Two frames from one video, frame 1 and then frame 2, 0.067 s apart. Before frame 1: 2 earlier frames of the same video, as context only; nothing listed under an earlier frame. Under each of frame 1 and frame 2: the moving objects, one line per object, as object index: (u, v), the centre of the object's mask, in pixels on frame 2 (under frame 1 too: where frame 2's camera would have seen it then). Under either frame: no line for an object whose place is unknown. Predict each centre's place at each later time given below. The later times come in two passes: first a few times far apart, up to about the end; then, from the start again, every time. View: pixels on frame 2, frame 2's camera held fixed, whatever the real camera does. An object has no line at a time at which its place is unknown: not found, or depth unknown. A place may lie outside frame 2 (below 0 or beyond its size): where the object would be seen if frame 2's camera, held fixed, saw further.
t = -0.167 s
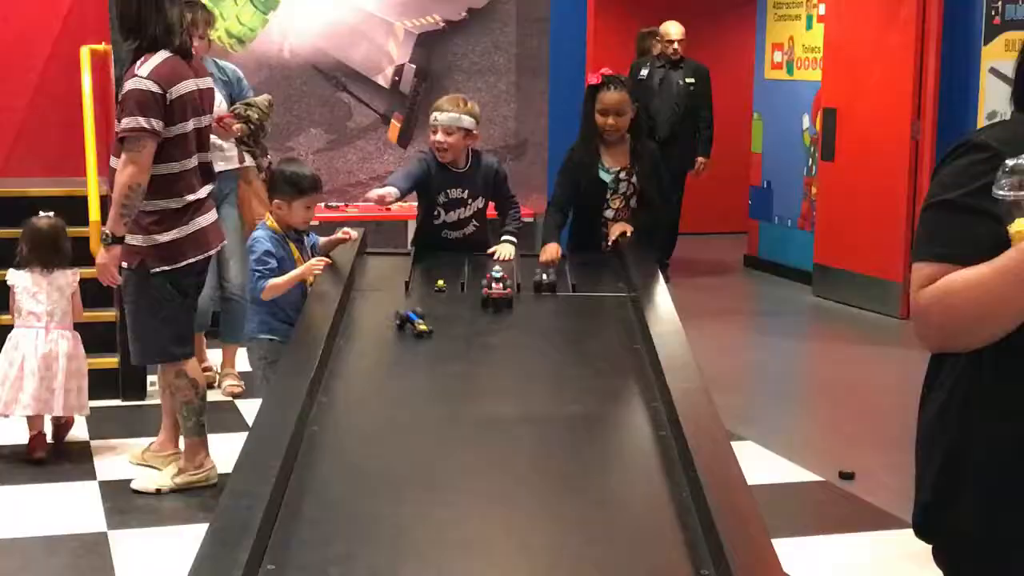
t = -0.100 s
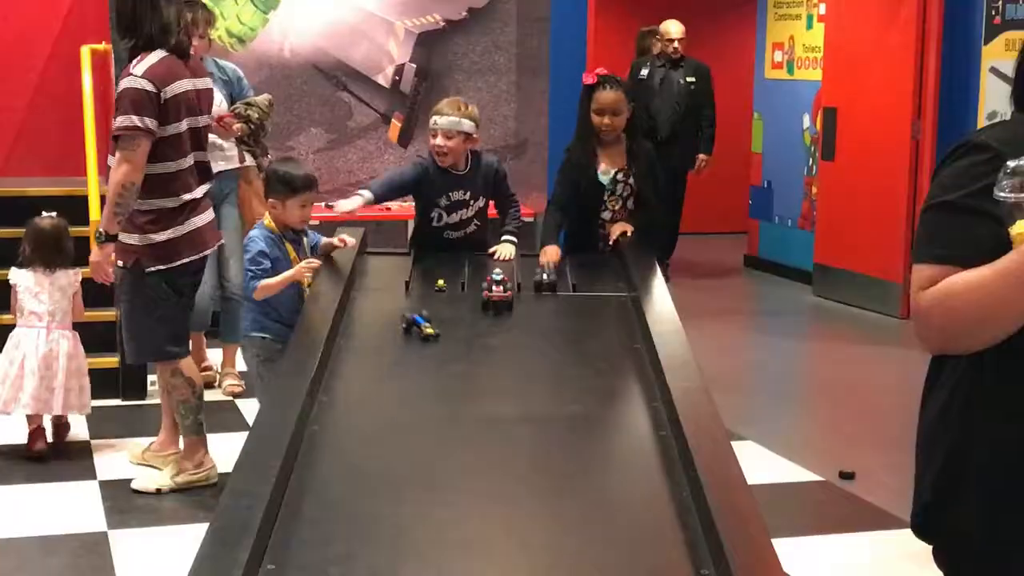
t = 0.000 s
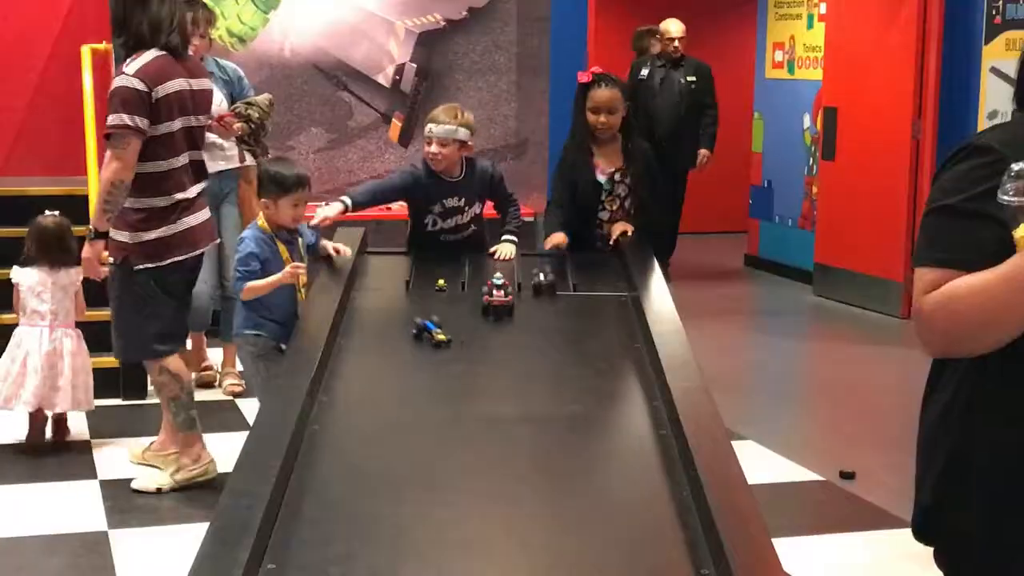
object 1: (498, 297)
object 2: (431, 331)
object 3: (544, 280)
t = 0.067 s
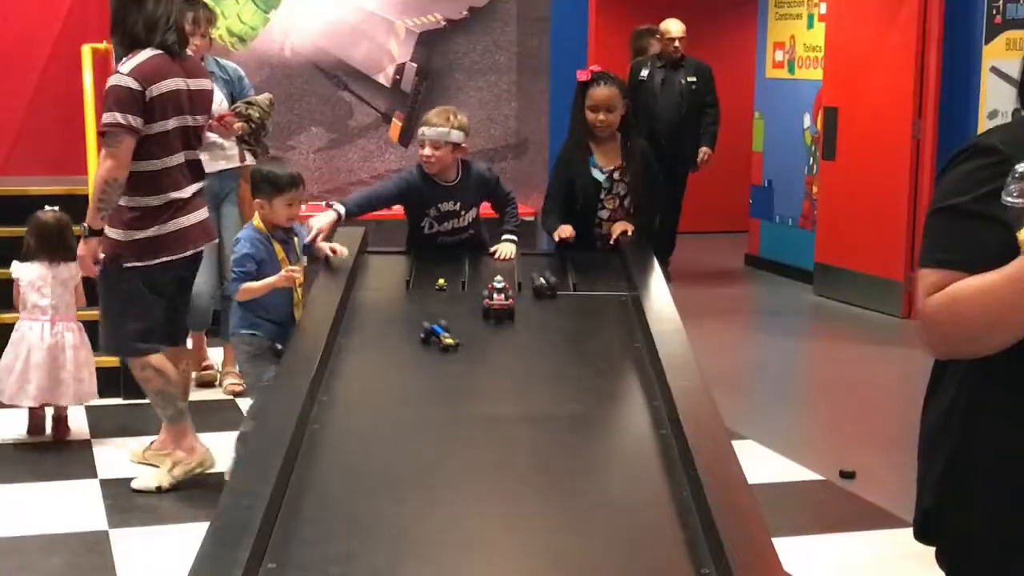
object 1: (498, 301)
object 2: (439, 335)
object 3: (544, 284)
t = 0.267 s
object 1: (499, 315)
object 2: (465, 351)
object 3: (550, 293)
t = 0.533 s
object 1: (500, 340)
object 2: (508, 377)
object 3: (557, 301)
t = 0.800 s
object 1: (503, 377)
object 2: (566, 411)
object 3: (566, 311)
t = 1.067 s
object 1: (506, 427)
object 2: (638, 453)
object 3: (577, 326)
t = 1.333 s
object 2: (670, 480)
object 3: (591, 347)
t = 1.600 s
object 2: (674, 482)
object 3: (609, 370)
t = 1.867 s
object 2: (673, 483)
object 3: (633, 397)
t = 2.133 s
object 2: (673, 483)
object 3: (646, 413)
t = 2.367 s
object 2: (673, 482)
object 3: (647, 415)
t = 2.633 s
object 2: (673, 483)
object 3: (647, 415)
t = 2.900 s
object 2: (674, 482)
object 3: (647, 414)
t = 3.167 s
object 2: (674, 482)
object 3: (647, 414)
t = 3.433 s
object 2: (675, 482)
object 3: (648, 414)
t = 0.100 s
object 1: (498, 303)
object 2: (443, 338)
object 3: (546, 287)
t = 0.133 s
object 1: (498, 305)
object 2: (447, 341)
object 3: (547, 288)
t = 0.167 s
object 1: (498, 308)
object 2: (451, 344)
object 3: (548, 290)
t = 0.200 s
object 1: (499, 310)
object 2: (456, 346)
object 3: (550, 291)
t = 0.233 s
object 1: (499, 313)
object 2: (460, 349)
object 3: (550, 292)
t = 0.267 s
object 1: (499, 315)
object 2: (465, 351)
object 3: (550, 293)
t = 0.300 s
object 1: (499, 318)
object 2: (469, 354)
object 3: (552, 294)
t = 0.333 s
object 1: (499, 321)
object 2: (475, 357)
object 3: (552, 294)
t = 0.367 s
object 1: (500, 324)
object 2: (479, 360)
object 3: (554, 296)
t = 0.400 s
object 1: (500, 327)
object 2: (485, 364)
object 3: (554, 297)
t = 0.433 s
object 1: (500, 330)
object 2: (490, 367)
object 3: (555, 297)
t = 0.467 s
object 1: (500, 333)
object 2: (495, 370)
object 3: (555, 298)
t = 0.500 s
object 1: (500, 337)
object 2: (502, 374)
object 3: (556, 300)
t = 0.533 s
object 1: (500, 340)
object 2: (508, 377)
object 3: (557, 301)
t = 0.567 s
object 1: (501, 344)
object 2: (514, 381)
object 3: (558, 302)
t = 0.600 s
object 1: (501, 348)
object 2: (521, 384)
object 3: (559, 303)
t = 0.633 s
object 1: (501, 353)
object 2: (528, 389)
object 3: (560, 305)
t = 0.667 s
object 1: (501, 358)
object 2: (535, 394)
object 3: (561, 305)
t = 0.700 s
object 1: (502, 363)
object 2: (543, 398)
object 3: (562, 307)
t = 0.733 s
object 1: (502, 367)
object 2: (551, 403)
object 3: (564, 309)
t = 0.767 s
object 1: (503, 372)
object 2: (558, 407)
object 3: (564, 310)
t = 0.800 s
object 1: (503, 377)
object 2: (566, 411)
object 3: (566, 311)
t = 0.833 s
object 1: (503, 383)
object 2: (574, 416)
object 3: (567, 314)
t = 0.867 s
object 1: (504, 388)
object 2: (582, 421)
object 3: (568, 316)
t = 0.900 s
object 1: (504, 394)
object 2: (590, 426)
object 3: (570, 318)
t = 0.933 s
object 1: (504, 400)
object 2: (599, 431)
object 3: (570, 319)
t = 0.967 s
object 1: (505, 406)
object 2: (608, 436)
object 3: (572, 321)
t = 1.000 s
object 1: (505, 413)
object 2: (618, 441)
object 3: (573, 322)
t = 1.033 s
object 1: (506, 419)
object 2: (626, 446)
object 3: (575, 325)
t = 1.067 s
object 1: (506, 427)
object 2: (638, 453)
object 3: (577, 326)
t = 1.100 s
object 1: (507, 434)
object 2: (649, 459)
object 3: (579, 329)
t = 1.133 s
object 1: (507, 442)
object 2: (659, 465)
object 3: (580, 331)
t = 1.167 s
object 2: (663, 469)
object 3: (582, 334)
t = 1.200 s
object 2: (666, 471)
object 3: (583, 337)
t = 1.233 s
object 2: (669, 474)
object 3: (585, 339)
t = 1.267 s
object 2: (673, 476)
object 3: (587, 342)
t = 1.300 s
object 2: (671, 478)
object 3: (588, 344)
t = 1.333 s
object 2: (670, 480)
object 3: (591, 347)
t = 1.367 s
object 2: (671, 480)
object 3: (593, 349)
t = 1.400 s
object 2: (671, 480)
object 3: (595, 351)
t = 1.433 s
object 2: (672, 480)
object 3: (597, 356)
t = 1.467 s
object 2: (672, 481)
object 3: (599, 359)
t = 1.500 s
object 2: (672, 481)
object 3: (601, 362)
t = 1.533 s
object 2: (673, 481)
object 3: (604, 364)
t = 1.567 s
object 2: (673, 482)
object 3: (606, 367)
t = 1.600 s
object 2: (674, 482)
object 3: (609, 370)
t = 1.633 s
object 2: (674, 483)
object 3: (612, 374)
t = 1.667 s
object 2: (674, 483)
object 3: (614, 377)
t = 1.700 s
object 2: (674, 483)
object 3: (617, 380)
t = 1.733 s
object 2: (674, 483)
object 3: (620, 384)
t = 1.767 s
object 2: (673, 483)
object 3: (623, 387)
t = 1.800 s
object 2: (673, 482)
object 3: (626, 390)
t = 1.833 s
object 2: (673, 482)
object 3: (630, 394)
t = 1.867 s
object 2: (673, 483)
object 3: (633, 397)
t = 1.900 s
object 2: (673, 483)
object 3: (636, 401)
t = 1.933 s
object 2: (673, 482)
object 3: (639, 405)
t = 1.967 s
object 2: (673, 483)
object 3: (643, 408)
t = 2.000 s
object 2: (673, 483)
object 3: (647, 412)
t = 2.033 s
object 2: (673, 483)
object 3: (645, 412)
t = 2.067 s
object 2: (673, 483)
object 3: (642, 411)
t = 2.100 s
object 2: (673, 483)
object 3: (642, 411)
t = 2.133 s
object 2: (673, 483)
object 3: (646, 413)
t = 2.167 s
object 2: (674, 483)
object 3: (646, 414)
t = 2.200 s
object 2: (674, 483)
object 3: (646, 414)
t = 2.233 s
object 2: (674, 483)
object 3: (646, 414)
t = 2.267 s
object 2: (674, 483)
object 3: (646, 415)
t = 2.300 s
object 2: (674, 483)
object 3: (646, 415)
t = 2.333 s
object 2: (673, 482)
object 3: (647, 415)
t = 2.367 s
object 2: (673, 482)
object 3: (647, 415)
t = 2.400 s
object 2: (673, 483)
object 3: (647, 415)
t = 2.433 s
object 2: (673, 483)
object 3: (647, 415)
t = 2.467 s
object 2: (673, 483)
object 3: (647, 415)
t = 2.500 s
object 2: (673, 483)
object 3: (647, 415)
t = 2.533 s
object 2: (673, 483)
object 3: (647, 415)
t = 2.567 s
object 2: (673, 482)
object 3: (647, 415)
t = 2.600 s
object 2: (673, 482)
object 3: (647, 415)
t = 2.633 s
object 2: (673, 483)
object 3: (647, 415)
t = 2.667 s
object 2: (673, 482)
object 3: (647, 415)
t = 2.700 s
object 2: (673, 483)
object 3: (647, 415)
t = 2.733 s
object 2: (673, 483)
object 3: (647, 415)
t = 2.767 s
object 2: (673, 482)
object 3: (647, 414)
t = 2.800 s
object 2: (674, 482)
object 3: (647, 414)
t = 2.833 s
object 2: (674, 482)
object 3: (647, 414)
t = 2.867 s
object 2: (674, 482)
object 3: (647, 414)
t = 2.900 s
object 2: (674, 482)
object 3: (647, 414)
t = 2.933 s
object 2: (674, 482)
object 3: (647, 414)
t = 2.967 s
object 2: (674, 482)
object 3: (647, 414)
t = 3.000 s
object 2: (674, 482)
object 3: (647, 414)
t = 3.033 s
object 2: (674, 482)
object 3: (647, 414)
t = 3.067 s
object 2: (675, 482)
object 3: (647, 414)
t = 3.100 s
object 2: (674, 482)
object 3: (647, 414)
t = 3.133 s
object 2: (674, 482)
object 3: (647, 414)
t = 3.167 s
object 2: (674, 482)
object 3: (647, 414)
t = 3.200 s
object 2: (674, 482)
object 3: (647, 414)
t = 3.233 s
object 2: (674, 482)
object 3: (647, 414)
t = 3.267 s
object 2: (674, 482)
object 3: (648, 414)
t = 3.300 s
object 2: (675, 482)
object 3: (648, 414)
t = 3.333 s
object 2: (674, 482)
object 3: (648, 414)
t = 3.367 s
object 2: (674, 482)
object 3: (648, 414)
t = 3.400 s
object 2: (675, 482)
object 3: (648, 414)
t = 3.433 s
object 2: (675, 482)
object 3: (648, 414)
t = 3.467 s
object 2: (675, 482)
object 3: (647, 414)
